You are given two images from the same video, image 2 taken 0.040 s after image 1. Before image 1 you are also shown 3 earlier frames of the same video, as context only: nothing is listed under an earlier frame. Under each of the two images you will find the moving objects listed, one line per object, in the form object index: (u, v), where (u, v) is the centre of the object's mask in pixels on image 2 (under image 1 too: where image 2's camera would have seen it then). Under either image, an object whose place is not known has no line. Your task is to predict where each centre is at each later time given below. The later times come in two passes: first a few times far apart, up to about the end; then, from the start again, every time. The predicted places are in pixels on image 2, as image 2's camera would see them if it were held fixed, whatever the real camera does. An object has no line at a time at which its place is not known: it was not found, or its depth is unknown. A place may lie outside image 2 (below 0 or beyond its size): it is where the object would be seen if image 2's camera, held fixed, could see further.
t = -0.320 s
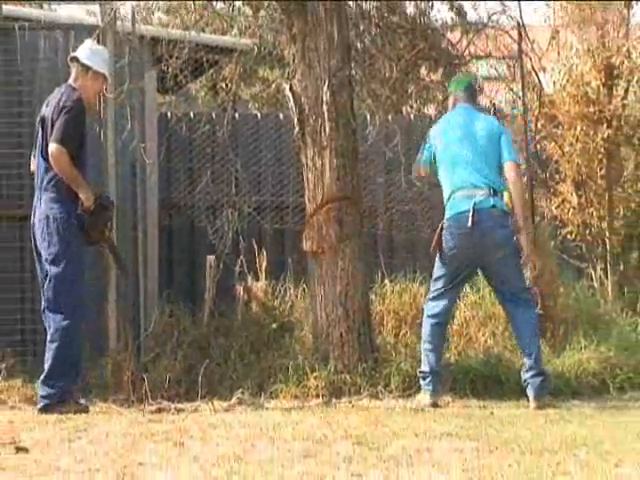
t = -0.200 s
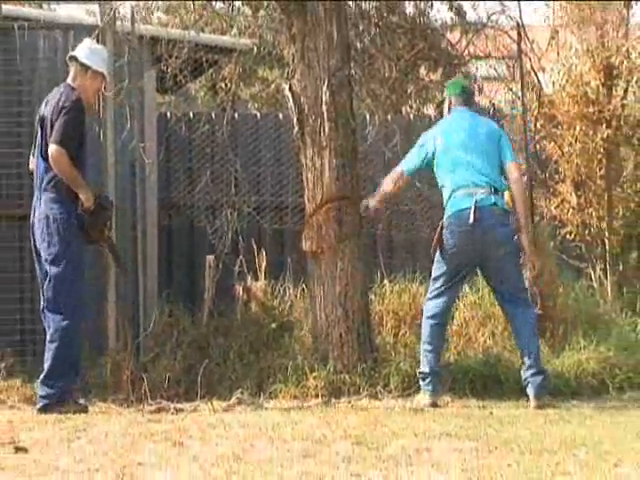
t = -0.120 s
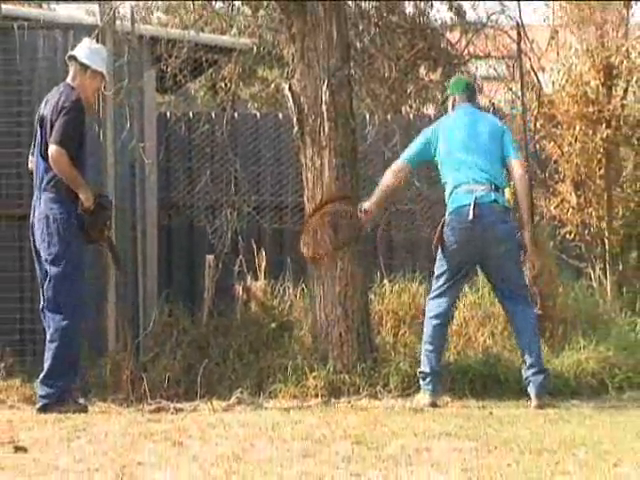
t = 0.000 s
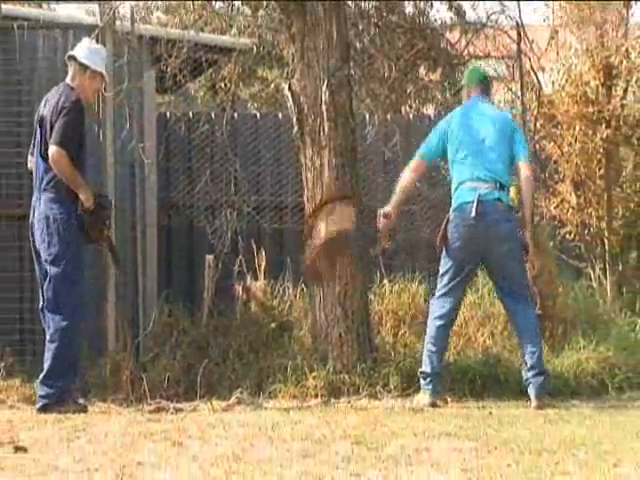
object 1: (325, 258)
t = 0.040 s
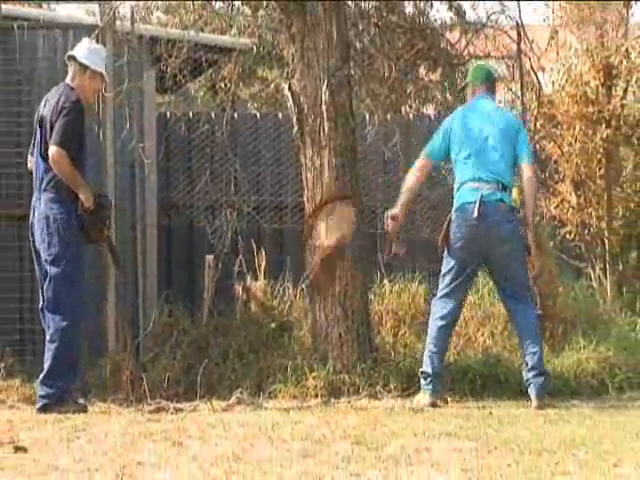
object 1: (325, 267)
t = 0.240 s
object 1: (321, 374)
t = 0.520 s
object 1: (340, 376)
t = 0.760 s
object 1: (348, 381)
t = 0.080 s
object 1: (324, 282)
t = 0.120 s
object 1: (321, 306)
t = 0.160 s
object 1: (319, 326)
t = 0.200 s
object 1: (316, 350)
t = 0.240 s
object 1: (321, 374)
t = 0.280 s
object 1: (324, 376)
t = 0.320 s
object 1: (327, 376)
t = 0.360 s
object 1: (326, 370)
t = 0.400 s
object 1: (330, 370)
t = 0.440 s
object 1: (334, 374)
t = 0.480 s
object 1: (337, 376)
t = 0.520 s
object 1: (340, 376)
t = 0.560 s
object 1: (342, 378)
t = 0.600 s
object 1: (344, 380)
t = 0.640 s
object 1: (346, 382)
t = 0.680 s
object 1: (347, 381)
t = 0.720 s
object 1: (347, 380)
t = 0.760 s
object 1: (348, 381)
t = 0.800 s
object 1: (347, 382)
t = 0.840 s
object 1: (347, 383)
